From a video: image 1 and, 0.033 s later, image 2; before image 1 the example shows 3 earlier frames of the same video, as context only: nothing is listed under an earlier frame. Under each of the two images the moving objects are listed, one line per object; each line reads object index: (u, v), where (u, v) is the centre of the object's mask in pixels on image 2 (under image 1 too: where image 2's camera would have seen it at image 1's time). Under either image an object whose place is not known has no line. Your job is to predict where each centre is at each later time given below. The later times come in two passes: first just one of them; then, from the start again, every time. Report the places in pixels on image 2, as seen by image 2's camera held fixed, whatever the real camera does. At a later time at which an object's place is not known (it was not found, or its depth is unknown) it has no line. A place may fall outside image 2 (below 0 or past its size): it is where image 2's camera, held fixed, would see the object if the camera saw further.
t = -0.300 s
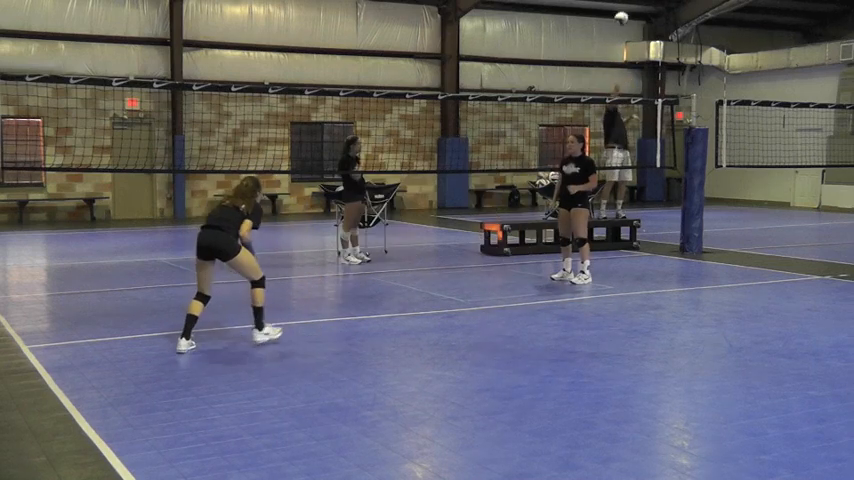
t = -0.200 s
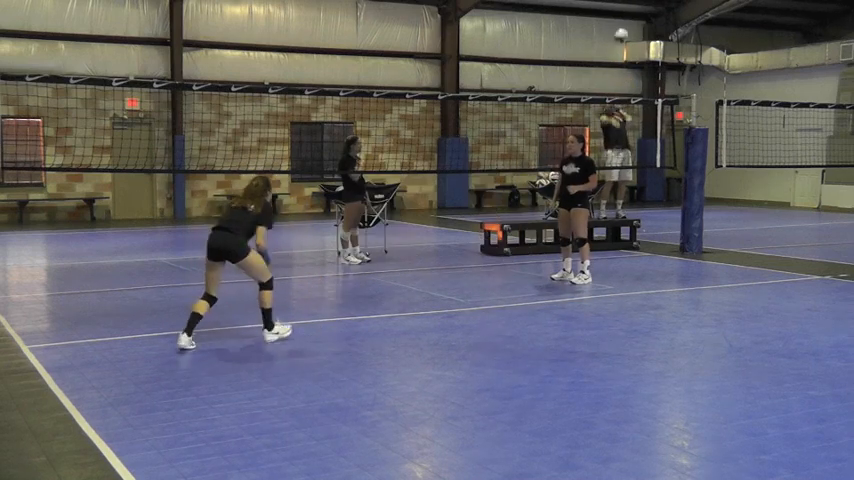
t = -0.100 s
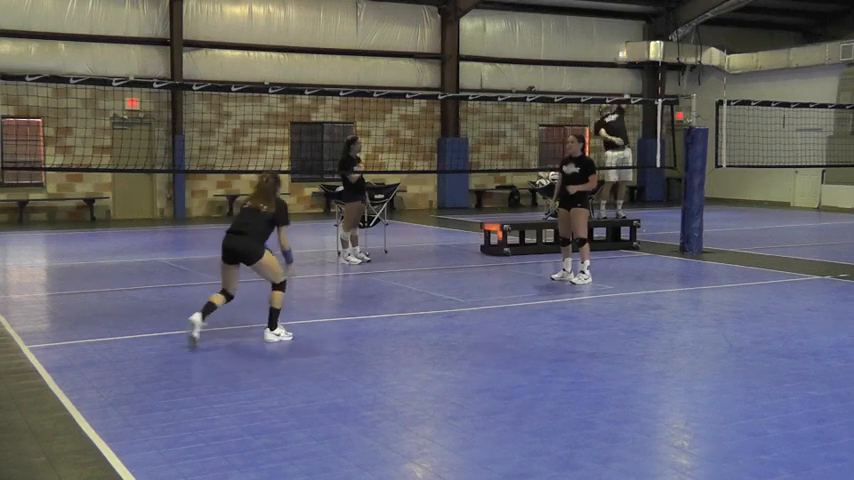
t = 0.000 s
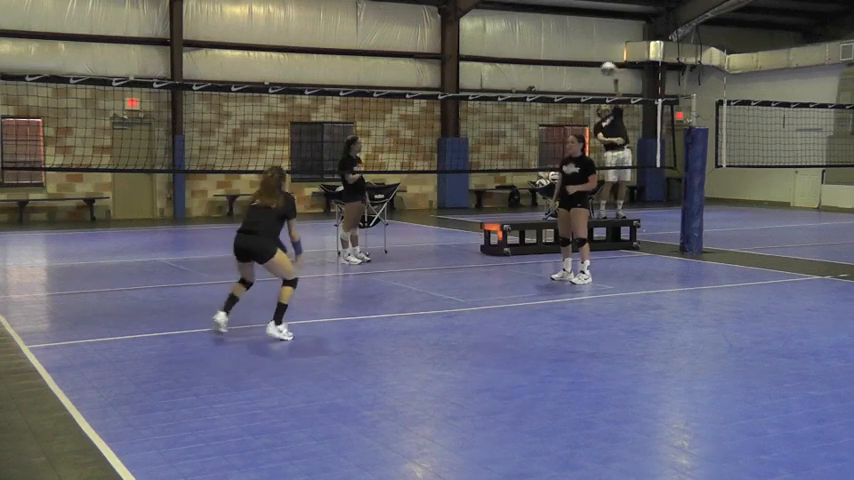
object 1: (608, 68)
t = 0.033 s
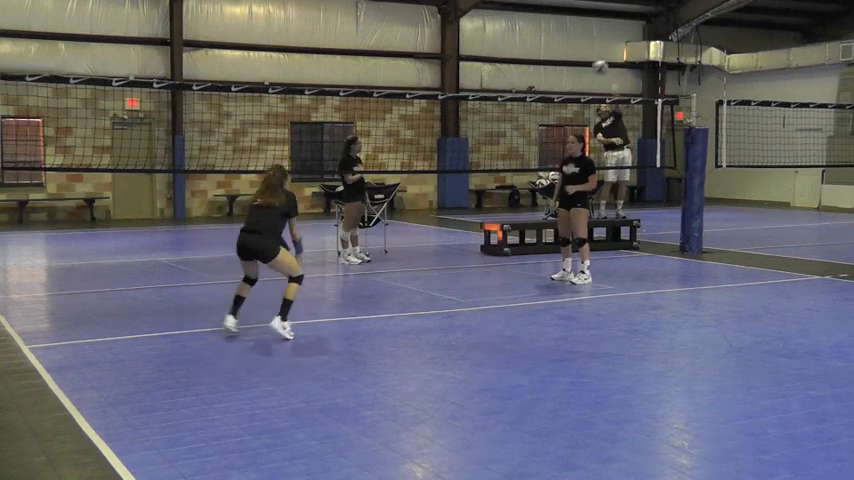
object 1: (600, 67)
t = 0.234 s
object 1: (535, 87)
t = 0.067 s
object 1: (591, 67)
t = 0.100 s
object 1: (581, 67)
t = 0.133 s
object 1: (569, 70)
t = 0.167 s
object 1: (559, 75)
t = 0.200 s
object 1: (547, 80)
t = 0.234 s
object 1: (535, 87)
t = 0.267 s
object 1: (520, 95)
